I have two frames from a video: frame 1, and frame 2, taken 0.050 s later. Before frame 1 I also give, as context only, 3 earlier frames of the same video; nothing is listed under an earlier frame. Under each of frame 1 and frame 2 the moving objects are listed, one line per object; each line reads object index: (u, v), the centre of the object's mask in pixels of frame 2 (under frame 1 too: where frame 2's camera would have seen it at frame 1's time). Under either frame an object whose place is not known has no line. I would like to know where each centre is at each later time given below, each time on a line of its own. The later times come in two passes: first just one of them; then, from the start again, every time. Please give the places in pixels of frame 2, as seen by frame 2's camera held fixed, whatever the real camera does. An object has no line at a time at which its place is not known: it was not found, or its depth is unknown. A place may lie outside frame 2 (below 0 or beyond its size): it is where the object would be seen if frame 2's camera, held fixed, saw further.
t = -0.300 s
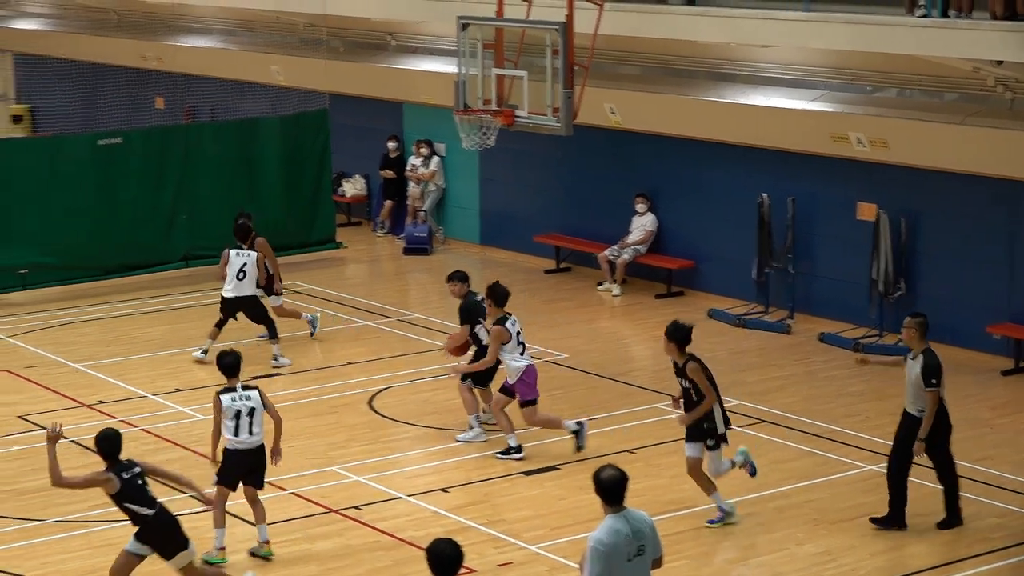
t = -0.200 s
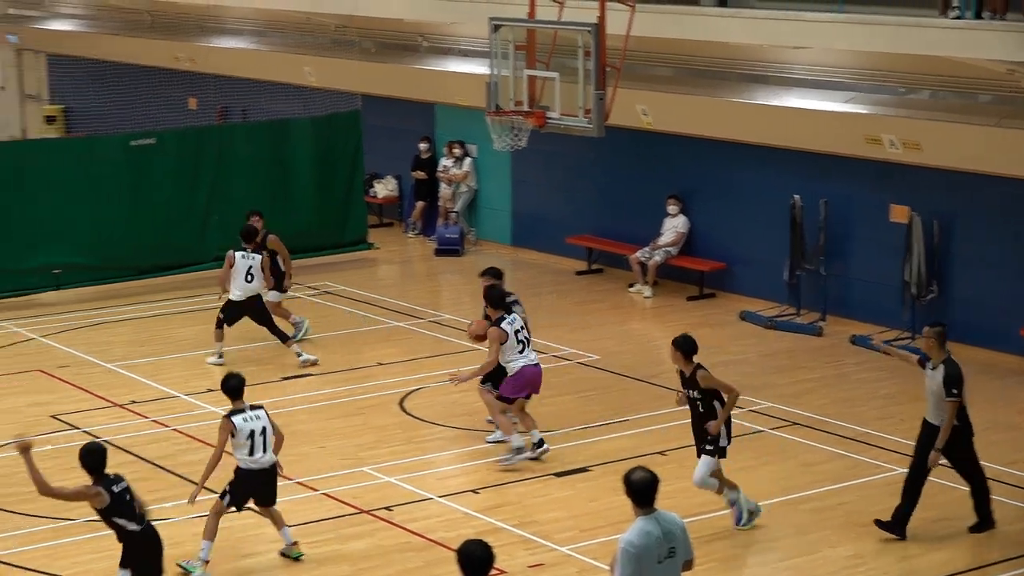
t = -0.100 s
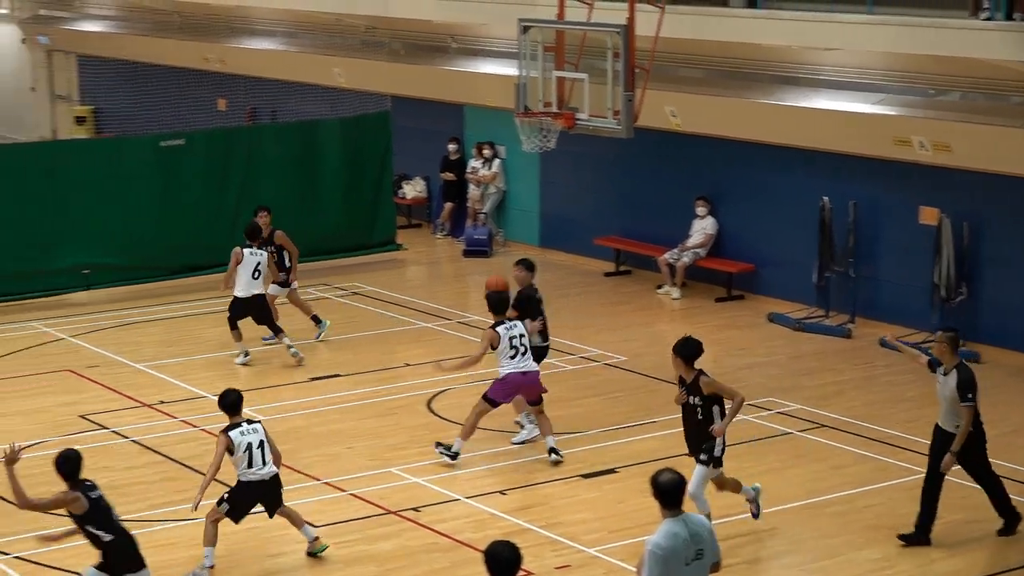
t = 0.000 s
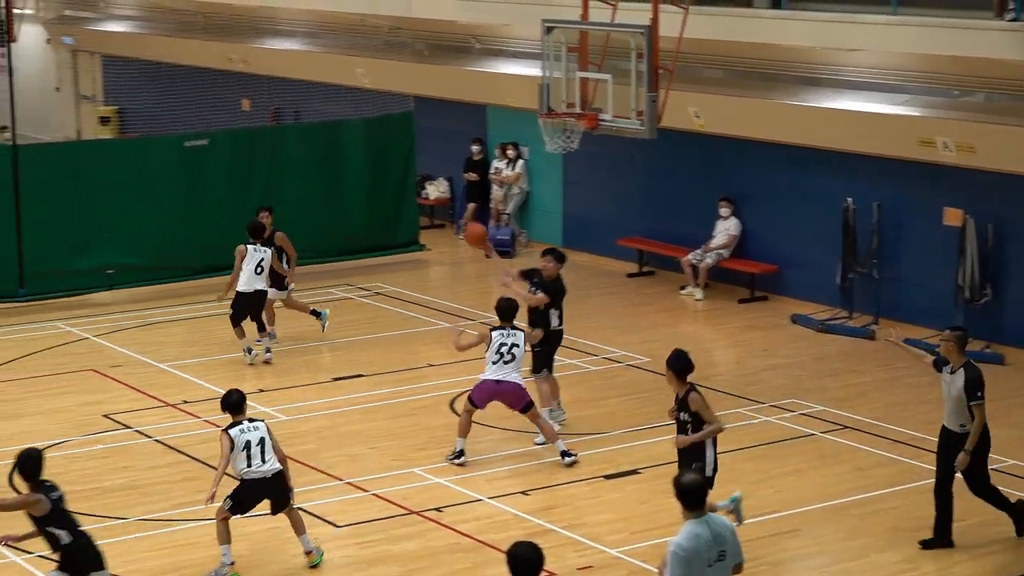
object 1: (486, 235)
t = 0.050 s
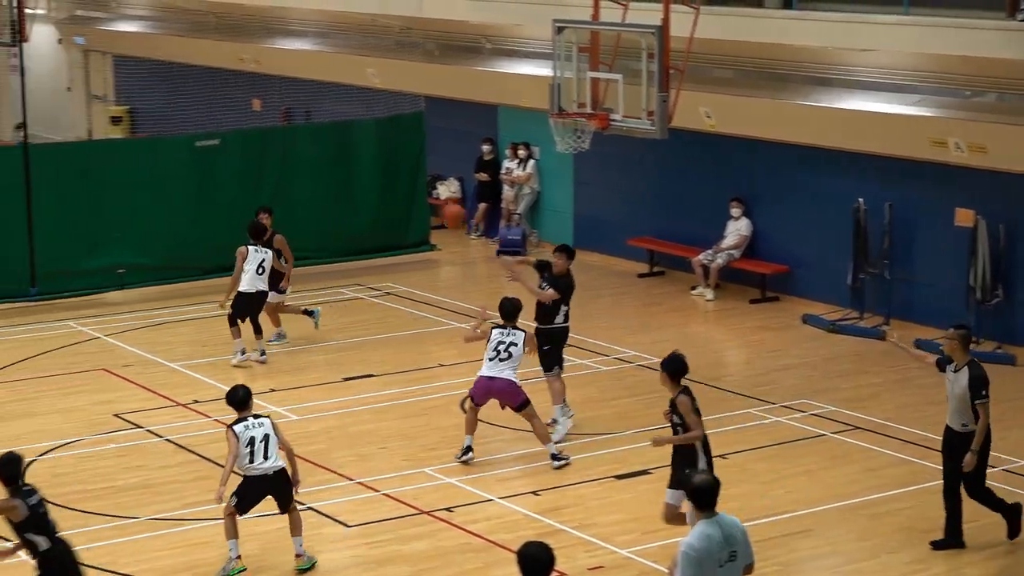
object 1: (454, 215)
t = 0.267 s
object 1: (286, 150)
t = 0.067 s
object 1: (442, 209)
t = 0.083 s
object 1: (428, 203)
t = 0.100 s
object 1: (417, 198)
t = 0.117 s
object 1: (405, 192)
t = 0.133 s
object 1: (392, 187)
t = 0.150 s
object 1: (379, 182)
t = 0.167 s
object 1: (367, 177)
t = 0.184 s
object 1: (353, 172)
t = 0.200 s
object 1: (340, 167)
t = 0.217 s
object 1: (326, 162)
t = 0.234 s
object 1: (313, 158)
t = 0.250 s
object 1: (300, 154)
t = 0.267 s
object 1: (286, 150)
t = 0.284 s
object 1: (272, 146)
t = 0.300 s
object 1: (258, 143)
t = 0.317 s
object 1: (243, 140)
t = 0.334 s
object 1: (228, 136)
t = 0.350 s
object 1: (213, 133)
